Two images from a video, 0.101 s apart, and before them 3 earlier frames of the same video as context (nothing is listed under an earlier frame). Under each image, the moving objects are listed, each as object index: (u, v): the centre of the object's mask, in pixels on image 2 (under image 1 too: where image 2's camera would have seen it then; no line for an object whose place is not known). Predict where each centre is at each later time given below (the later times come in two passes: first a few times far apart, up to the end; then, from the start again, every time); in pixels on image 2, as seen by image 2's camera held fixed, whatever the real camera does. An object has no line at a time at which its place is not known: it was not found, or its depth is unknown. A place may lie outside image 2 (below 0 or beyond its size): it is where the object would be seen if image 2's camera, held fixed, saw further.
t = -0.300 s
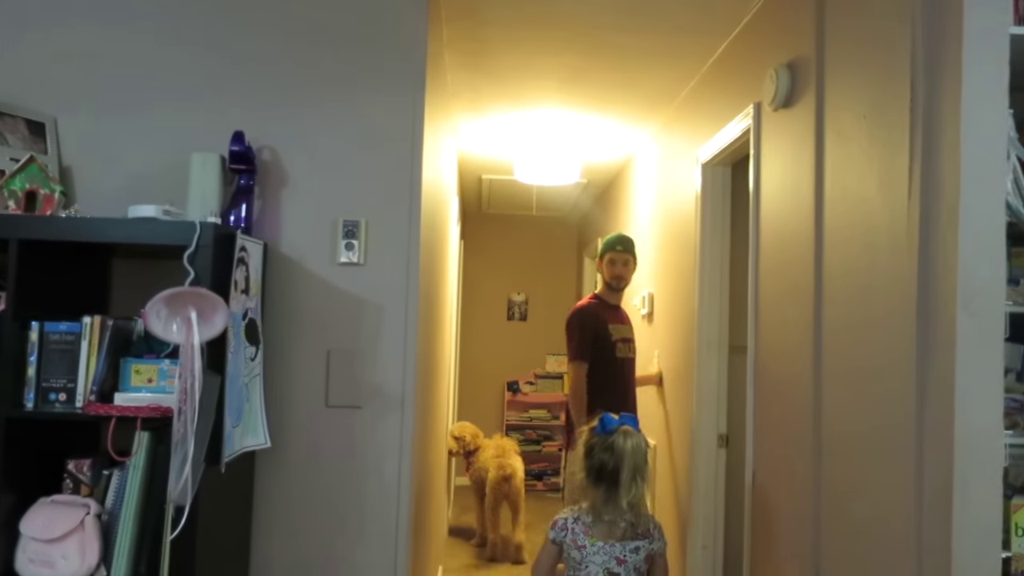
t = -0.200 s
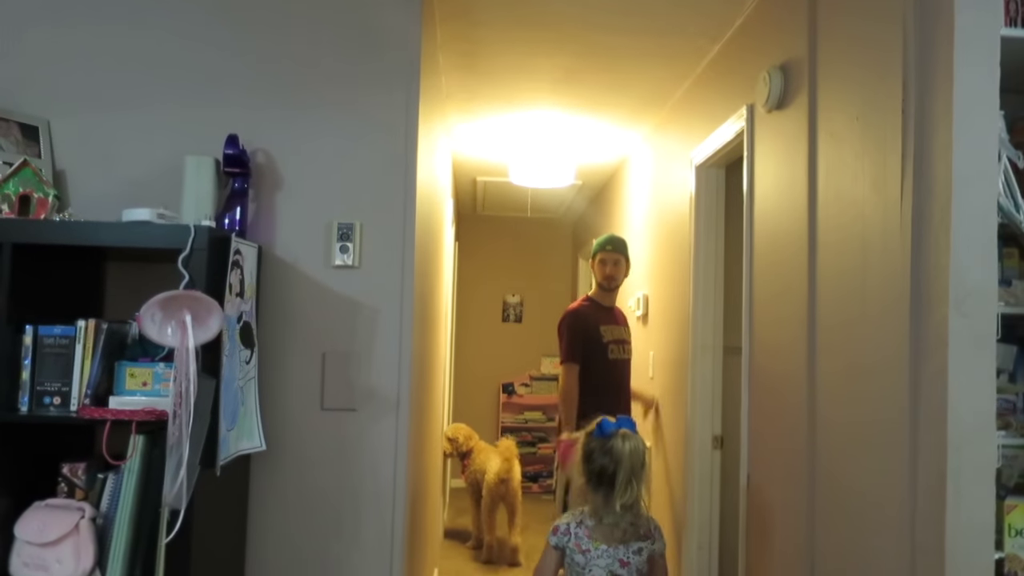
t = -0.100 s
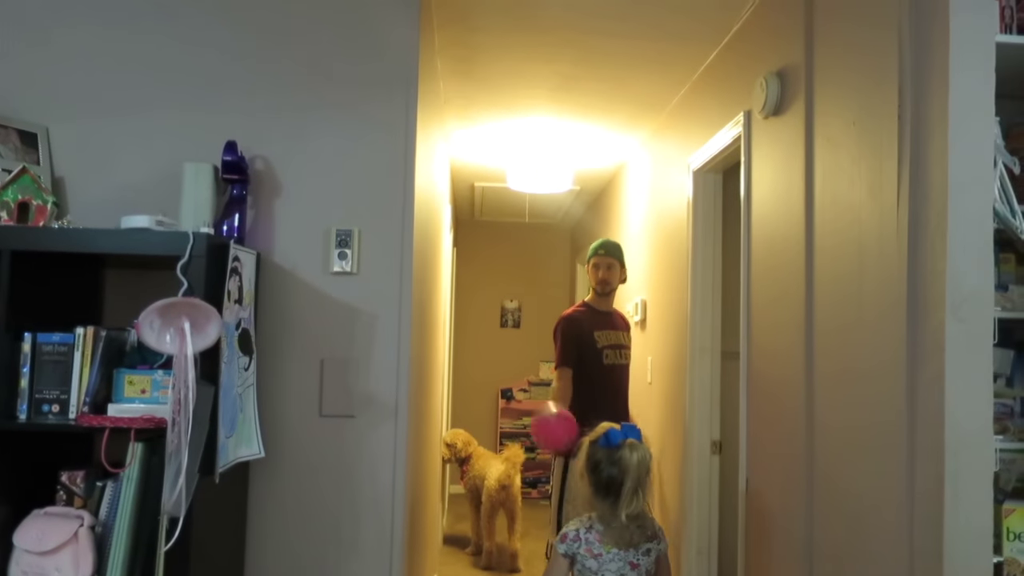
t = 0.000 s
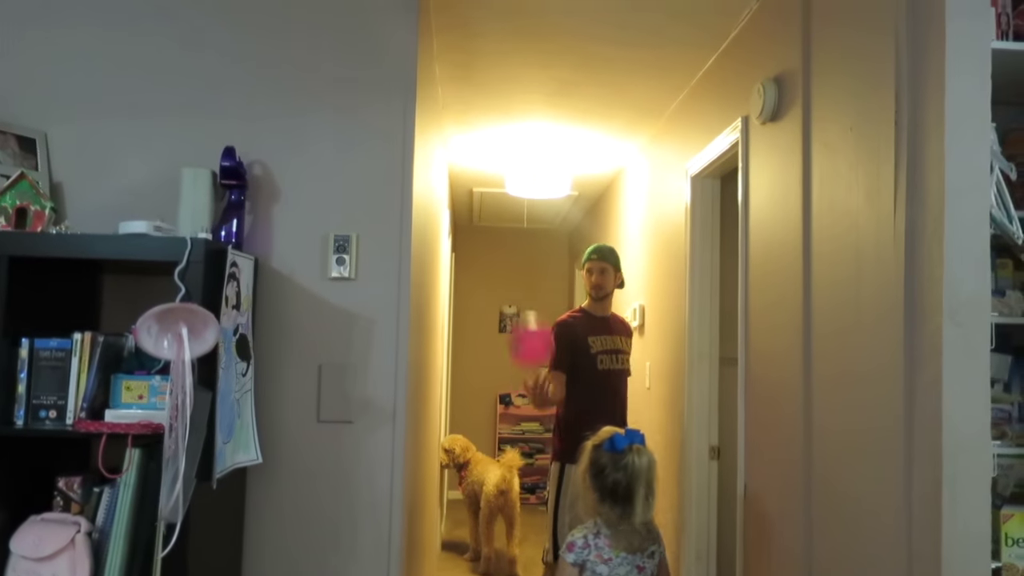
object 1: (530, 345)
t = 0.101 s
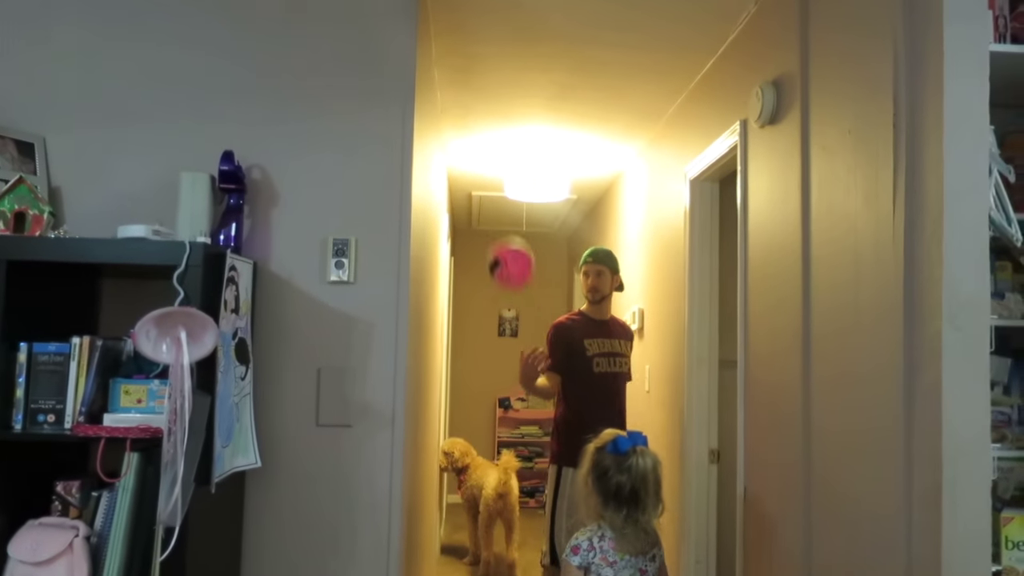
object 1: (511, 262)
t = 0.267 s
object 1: (480, 188)
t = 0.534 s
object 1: (471, 191)
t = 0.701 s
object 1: (501, 270)
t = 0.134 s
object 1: (505, 242)
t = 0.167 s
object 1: (499, 225)
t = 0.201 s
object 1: (492, 210)
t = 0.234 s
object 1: (486, 198)
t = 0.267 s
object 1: (480, 188)
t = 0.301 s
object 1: (473, 180)
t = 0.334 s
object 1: (467, 176)
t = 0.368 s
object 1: (460, 174)
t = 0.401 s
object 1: (453, 175)
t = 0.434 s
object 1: (453, 176)
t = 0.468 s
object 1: (459, 178)
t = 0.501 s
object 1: (466, 183)
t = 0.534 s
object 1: (471, 191)
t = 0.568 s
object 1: (478, 201)
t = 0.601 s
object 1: (485, 216)
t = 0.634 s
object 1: (491, 231)
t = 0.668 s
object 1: (496, 248)
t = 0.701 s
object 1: (501, 270)
